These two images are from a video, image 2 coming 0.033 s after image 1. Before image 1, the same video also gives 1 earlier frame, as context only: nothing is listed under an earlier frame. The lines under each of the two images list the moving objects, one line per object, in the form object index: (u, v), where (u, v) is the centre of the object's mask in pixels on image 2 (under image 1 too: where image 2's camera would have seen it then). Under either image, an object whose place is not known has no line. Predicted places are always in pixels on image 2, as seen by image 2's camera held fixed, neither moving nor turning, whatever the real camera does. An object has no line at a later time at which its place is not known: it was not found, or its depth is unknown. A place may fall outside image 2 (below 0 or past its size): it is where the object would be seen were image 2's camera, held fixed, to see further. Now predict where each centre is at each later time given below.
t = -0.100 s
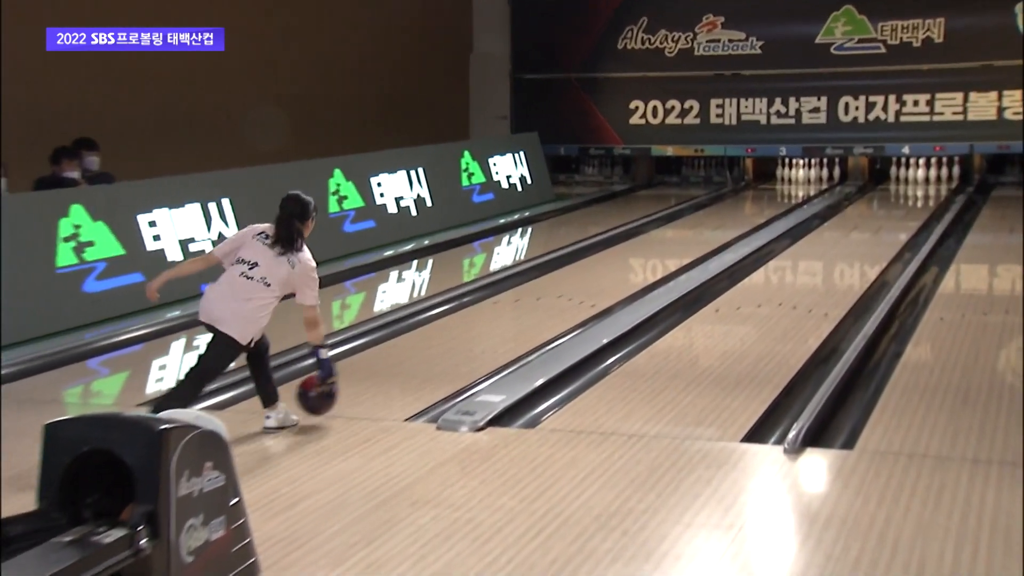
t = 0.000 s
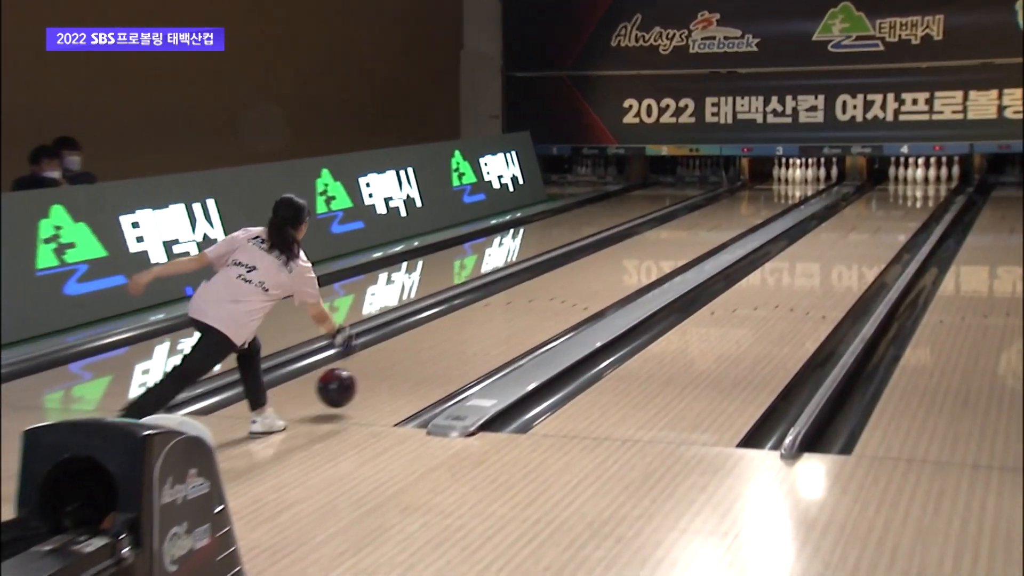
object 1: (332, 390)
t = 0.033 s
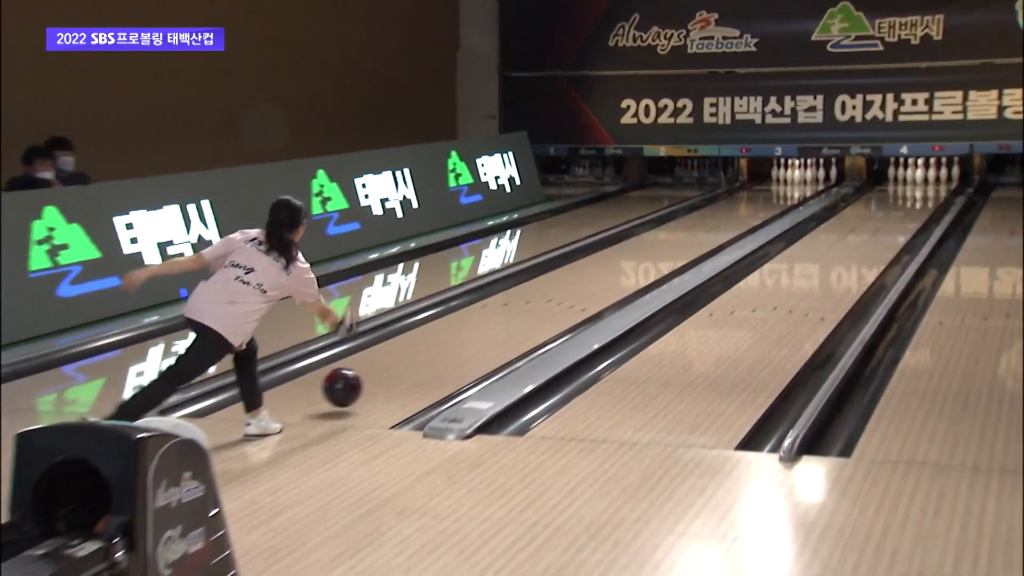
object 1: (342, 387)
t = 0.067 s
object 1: (353, 385)
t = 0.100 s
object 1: (362, 383)
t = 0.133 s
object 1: (372, 379)
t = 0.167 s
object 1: (381, 375)
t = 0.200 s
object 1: (390, 371)
